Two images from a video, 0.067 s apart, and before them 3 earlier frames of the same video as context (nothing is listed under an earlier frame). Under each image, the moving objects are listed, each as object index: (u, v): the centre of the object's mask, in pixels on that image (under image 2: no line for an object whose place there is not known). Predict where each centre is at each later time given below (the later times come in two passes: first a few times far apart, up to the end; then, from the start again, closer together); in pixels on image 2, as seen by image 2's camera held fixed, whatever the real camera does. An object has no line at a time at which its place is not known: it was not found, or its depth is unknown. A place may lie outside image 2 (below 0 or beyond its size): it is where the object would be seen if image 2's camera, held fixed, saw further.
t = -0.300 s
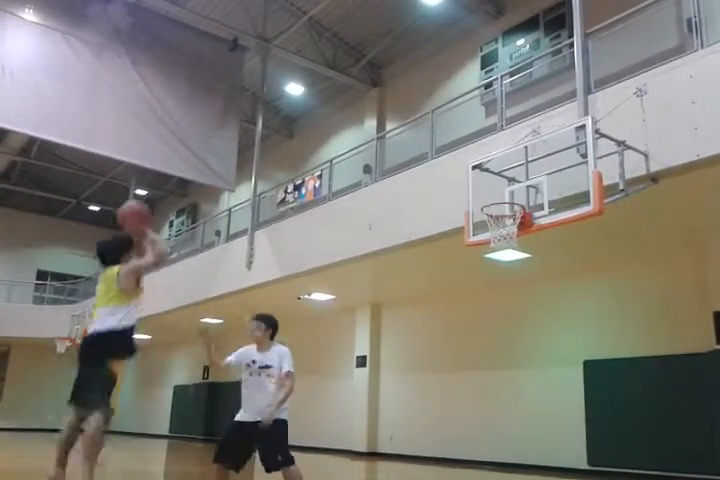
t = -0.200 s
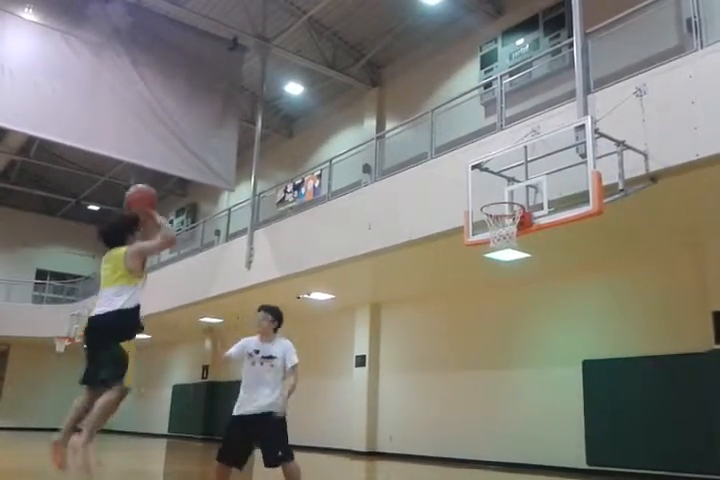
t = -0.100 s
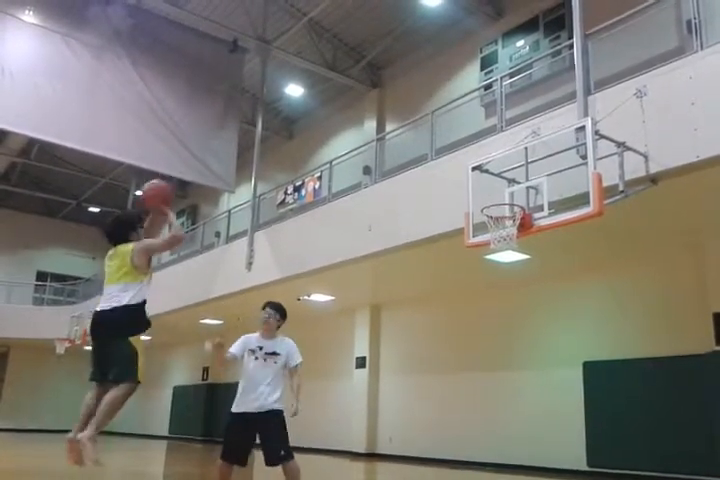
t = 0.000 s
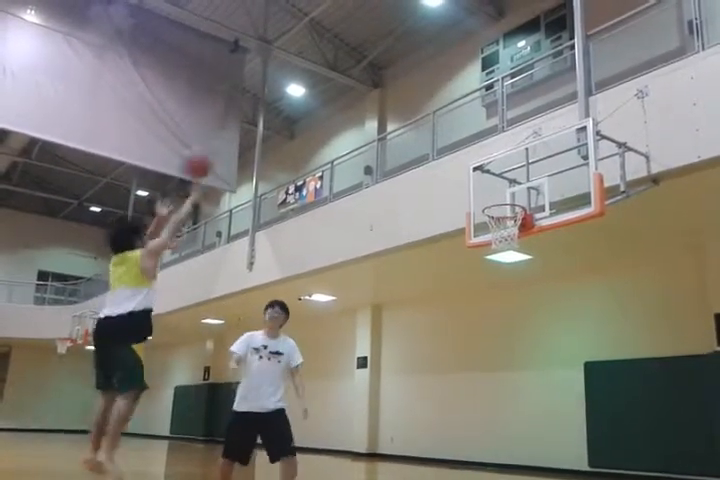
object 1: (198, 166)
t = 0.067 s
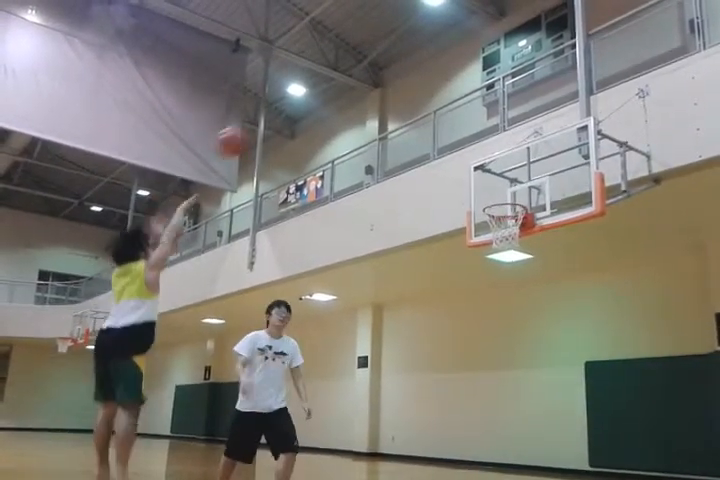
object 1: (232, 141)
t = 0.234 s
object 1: (302, 113)
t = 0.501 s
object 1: (391, 123)
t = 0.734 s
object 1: (457, 180)
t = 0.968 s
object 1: (445, 261)
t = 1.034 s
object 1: (432, 291)
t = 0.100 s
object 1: (245, 134)
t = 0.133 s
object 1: (261, 124)
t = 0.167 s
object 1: (276, 118)
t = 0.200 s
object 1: (289, 116)
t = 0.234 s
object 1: (302, 113)
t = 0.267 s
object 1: (316, 111)
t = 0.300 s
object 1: (328, 108)
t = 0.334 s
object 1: (340, 108)
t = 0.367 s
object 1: (350, 110)
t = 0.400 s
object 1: (361, 111)
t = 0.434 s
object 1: (372, 115)
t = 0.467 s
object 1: (382, 119)
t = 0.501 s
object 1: (391, 123)
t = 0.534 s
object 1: (403, 130)
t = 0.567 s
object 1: (413, 137)
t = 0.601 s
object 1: (422, 144)
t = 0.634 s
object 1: (430, 152)
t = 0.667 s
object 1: (440, 161)
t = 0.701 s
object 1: (449, 170)
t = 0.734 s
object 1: (457, 180)
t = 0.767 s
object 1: (466, 191)
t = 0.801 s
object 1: (474, 203)
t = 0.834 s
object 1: (475, 212)
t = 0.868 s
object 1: (467, 223)
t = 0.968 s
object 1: (445, 261)
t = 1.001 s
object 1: (439, 276)
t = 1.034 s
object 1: (432, 291)
